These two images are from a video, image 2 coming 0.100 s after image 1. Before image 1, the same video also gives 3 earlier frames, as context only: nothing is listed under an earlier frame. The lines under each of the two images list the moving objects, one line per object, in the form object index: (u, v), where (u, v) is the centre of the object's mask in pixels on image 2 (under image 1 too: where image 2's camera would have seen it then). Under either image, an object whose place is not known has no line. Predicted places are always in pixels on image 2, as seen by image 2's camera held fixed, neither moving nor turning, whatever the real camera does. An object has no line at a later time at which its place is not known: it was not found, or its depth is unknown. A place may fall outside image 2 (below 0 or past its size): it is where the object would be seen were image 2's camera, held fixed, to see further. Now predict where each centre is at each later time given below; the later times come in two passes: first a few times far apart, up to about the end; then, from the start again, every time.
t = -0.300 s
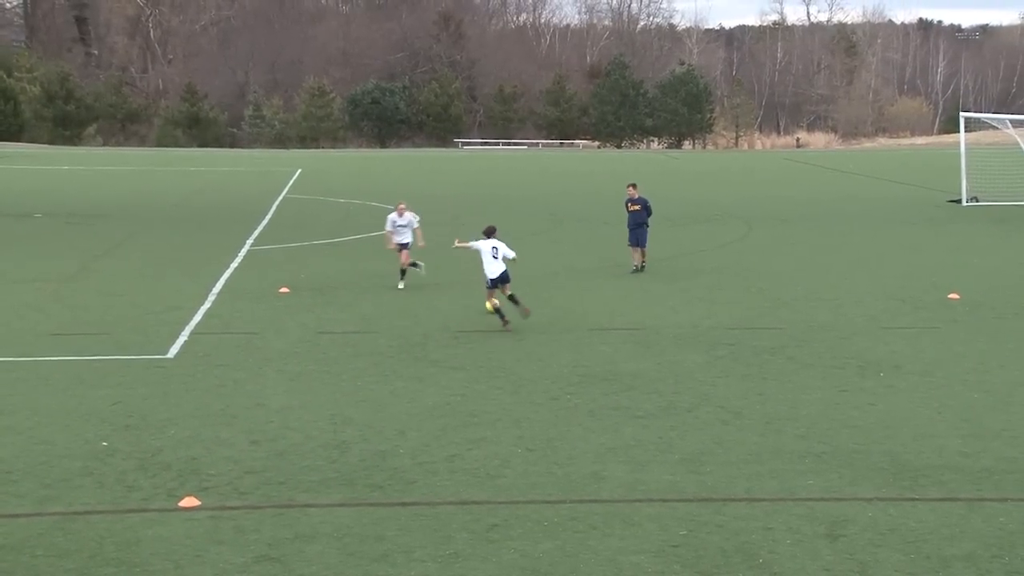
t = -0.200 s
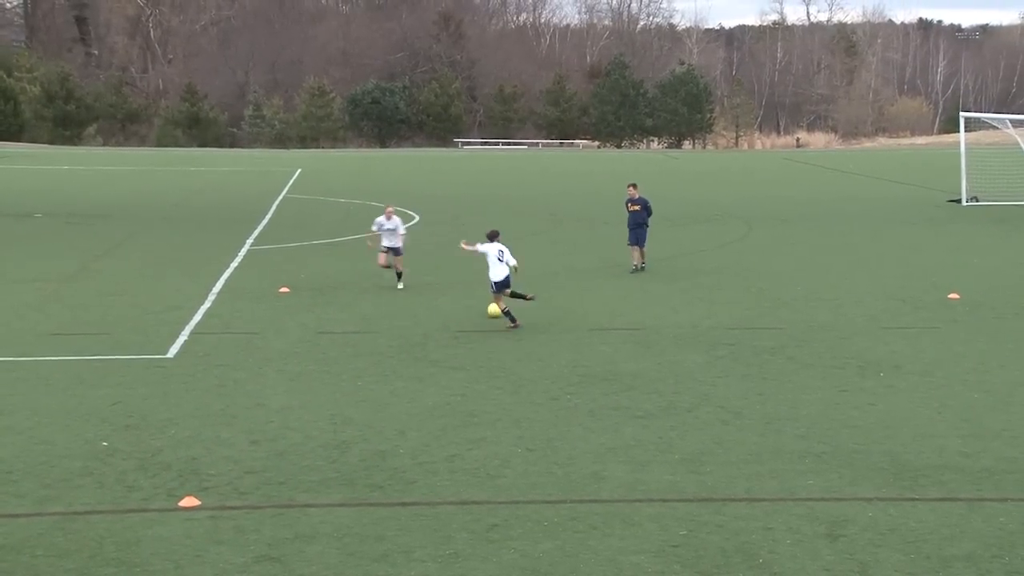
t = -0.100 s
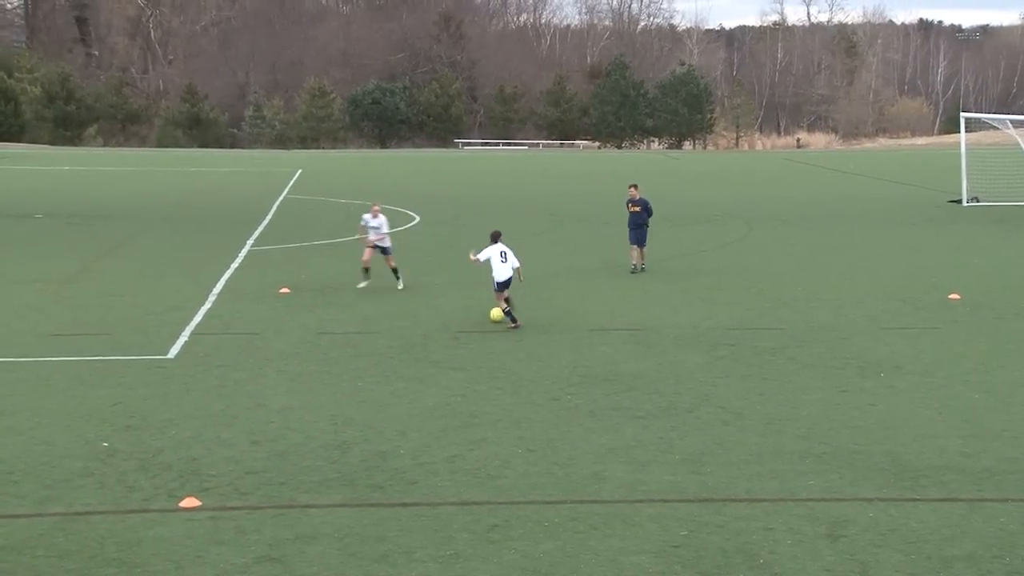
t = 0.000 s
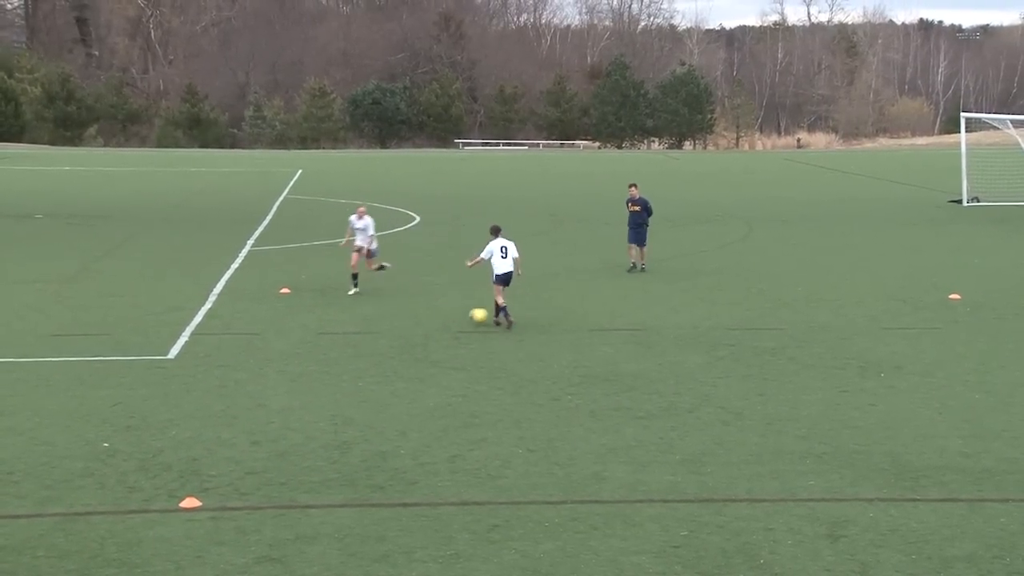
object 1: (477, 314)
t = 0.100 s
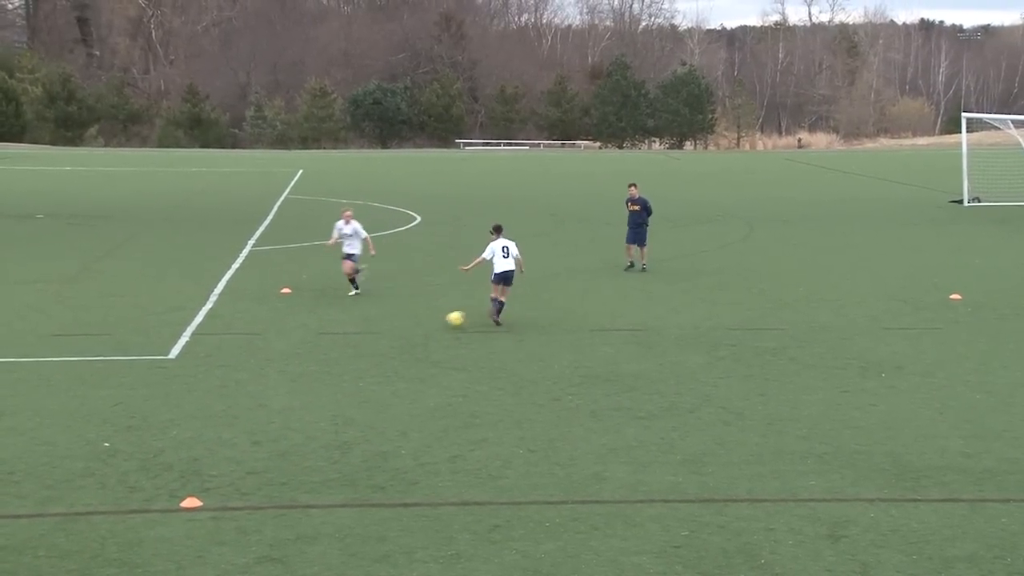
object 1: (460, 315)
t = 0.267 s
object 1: (425, 323)
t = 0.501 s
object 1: (379, 331)
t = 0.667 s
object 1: (353, 338)
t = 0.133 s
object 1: (454, 318)
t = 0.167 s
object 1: (437, 321)
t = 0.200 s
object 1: (430, 320)
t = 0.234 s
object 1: (432, 323)
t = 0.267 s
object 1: (425, 323)
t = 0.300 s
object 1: (421, 321)
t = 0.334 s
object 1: (410, 325)
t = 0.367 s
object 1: (400, 328)
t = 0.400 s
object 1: (400, 329)
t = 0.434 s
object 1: (393, 330)
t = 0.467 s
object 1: (387, 331)
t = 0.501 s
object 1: (379, 331)
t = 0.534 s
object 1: (379, 335)
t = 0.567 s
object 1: (370, 334)
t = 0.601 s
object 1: (366, 337)
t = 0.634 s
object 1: (359, 336)
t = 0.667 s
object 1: (353, 338)
